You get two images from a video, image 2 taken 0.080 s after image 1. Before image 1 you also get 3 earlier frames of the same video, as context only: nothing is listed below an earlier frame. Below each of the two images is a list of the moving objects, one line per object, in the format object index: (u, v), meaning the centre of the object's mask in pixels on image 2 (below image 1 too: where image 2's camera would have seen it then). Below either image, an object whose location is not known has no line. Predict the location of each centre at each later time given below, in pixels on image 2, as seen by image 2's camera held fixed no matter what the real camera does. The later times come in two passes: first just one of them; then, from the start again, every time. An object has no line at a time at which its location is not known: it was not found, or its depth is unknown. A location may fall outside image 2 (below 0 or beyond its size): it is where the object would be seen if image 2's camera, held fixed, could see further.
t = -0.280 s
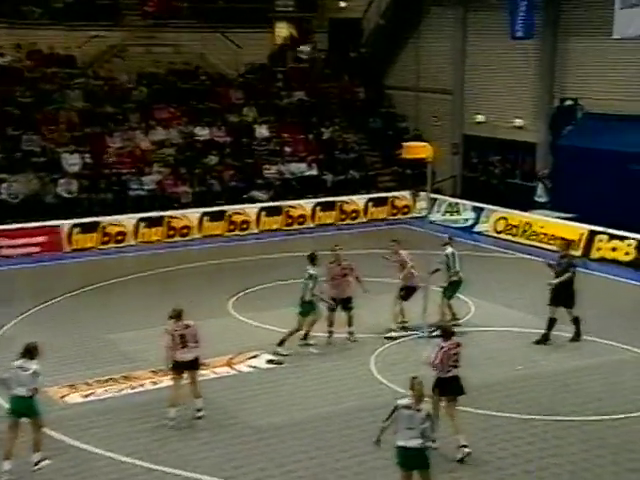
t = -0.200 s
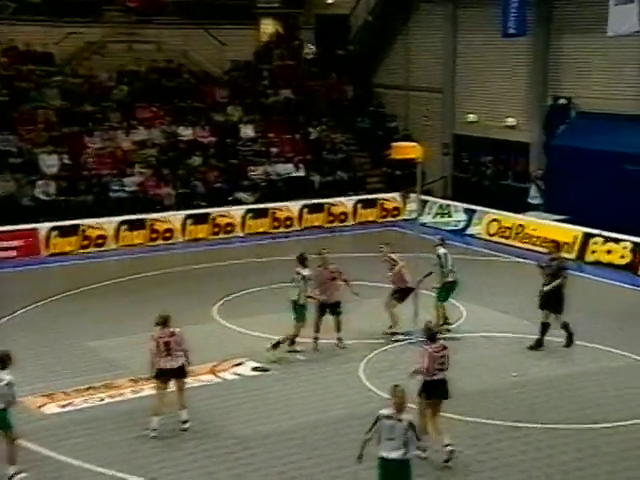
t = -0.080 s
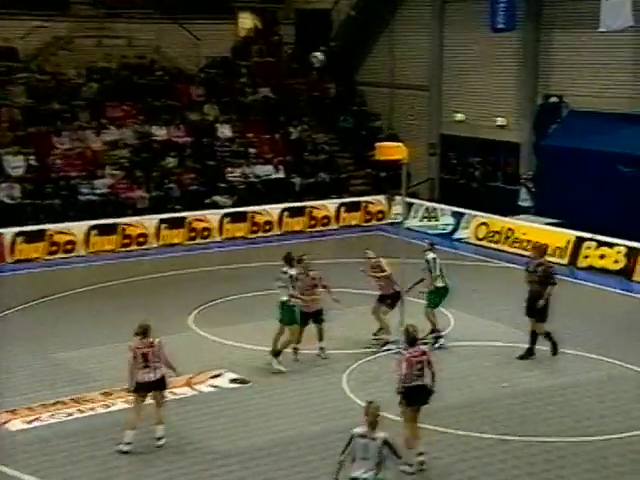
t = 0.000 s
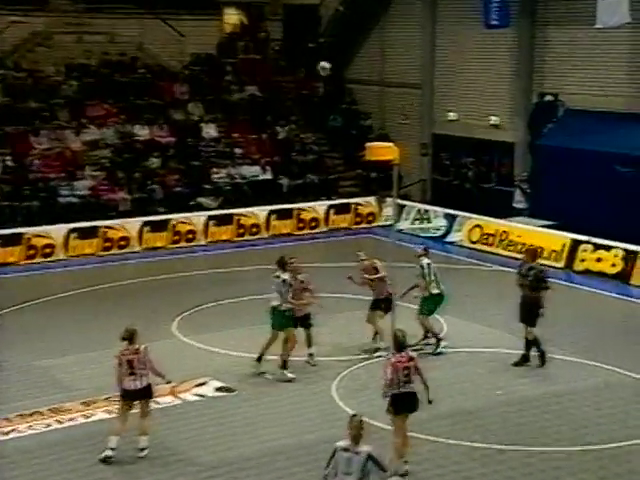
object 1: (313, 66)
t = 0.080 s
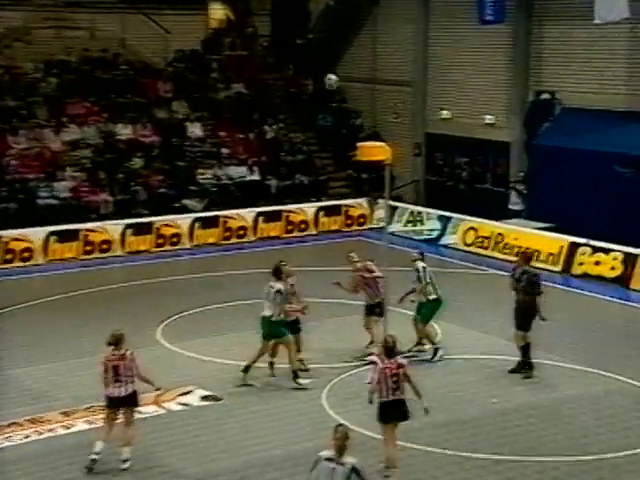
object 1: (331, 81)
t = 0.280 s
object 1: (372, 132)
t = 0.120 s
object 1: (339, 91)
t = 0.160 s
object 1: (348, 101)
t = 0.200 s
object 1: (356, 113)
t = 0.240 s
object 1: (364, 125)
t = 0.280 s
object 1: (372, 132)
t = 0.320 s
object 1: (376, 124)
